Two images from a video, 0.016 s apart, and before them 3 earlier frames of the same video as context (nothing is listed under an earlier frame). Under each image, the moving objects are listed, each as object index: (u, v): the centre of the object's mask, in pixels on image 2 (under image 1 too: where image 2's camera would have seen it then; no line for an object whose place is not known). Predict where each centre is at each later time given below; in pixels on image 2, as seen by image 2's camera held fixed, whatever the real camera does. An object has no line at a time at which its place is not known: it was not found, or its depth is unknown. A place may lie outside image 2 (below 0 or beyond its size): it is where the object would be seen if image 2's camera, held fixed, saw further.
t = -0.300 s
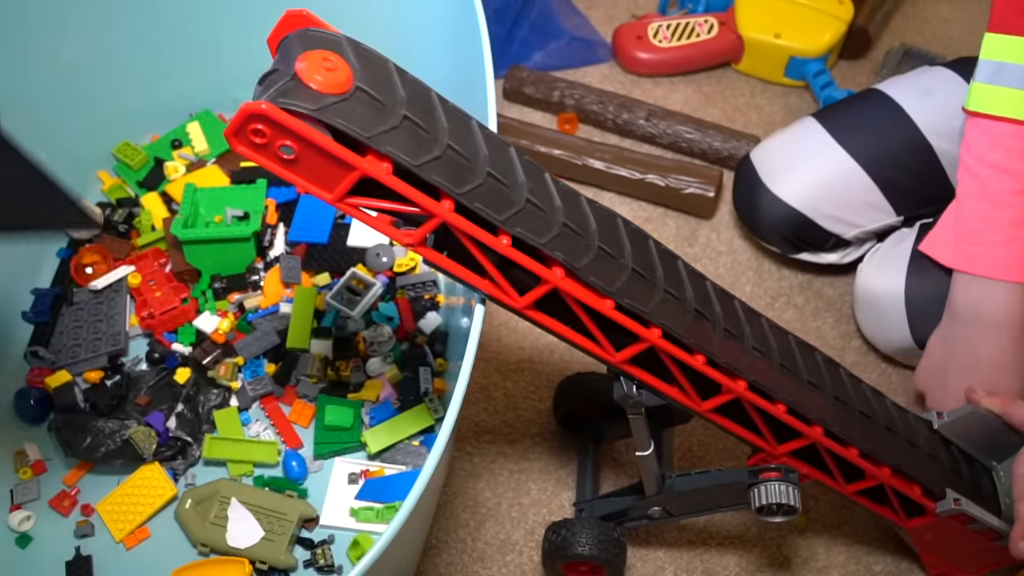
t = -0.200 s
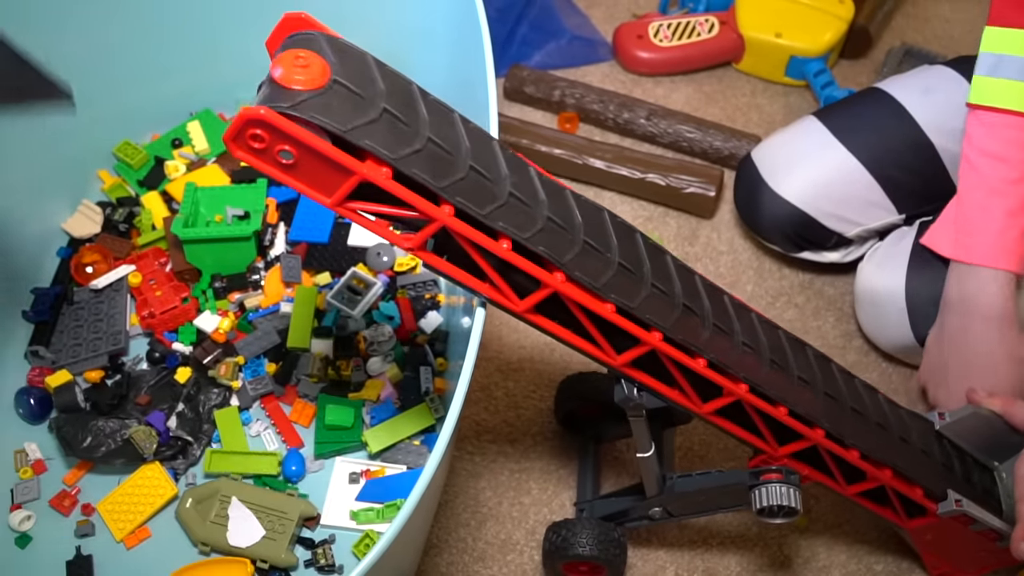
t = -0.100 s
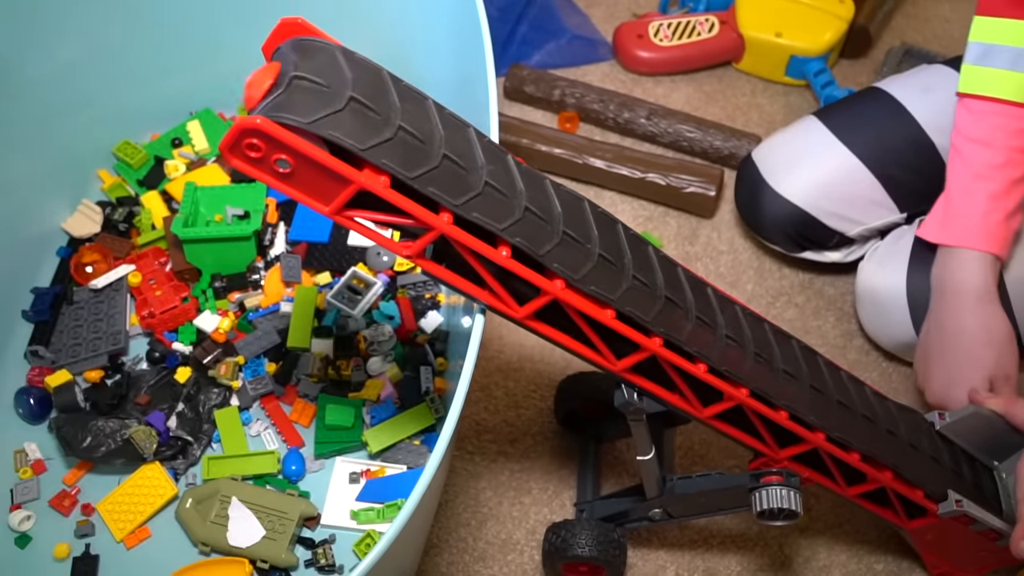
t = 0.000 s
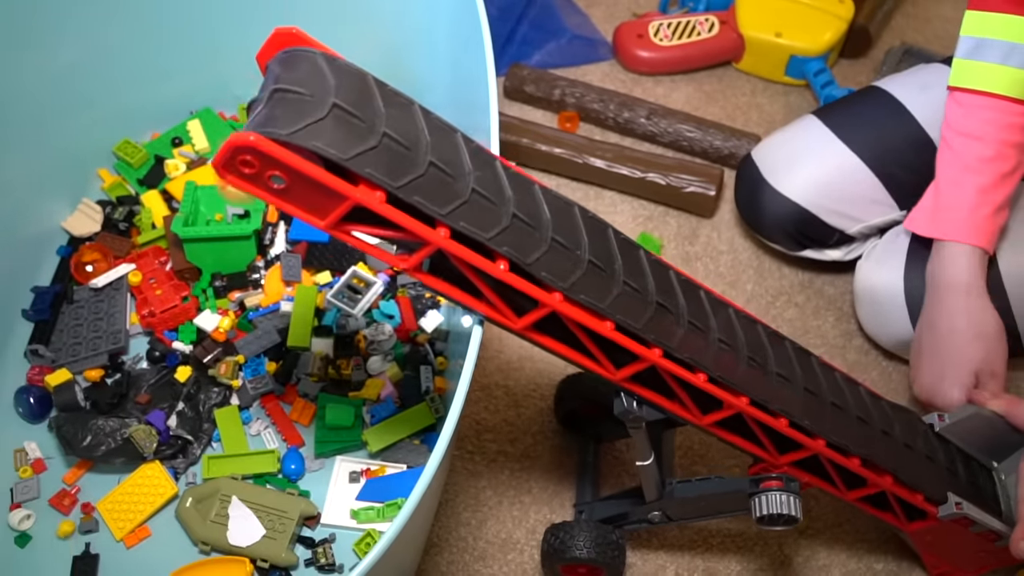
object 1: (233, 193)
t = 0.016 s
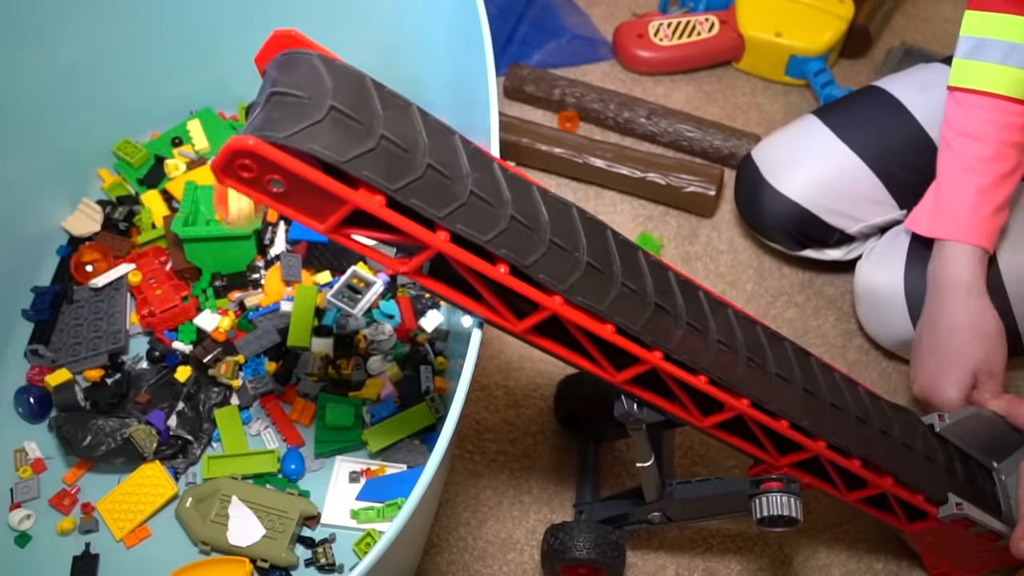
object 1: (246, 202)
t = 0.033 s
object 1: (248, 217)
